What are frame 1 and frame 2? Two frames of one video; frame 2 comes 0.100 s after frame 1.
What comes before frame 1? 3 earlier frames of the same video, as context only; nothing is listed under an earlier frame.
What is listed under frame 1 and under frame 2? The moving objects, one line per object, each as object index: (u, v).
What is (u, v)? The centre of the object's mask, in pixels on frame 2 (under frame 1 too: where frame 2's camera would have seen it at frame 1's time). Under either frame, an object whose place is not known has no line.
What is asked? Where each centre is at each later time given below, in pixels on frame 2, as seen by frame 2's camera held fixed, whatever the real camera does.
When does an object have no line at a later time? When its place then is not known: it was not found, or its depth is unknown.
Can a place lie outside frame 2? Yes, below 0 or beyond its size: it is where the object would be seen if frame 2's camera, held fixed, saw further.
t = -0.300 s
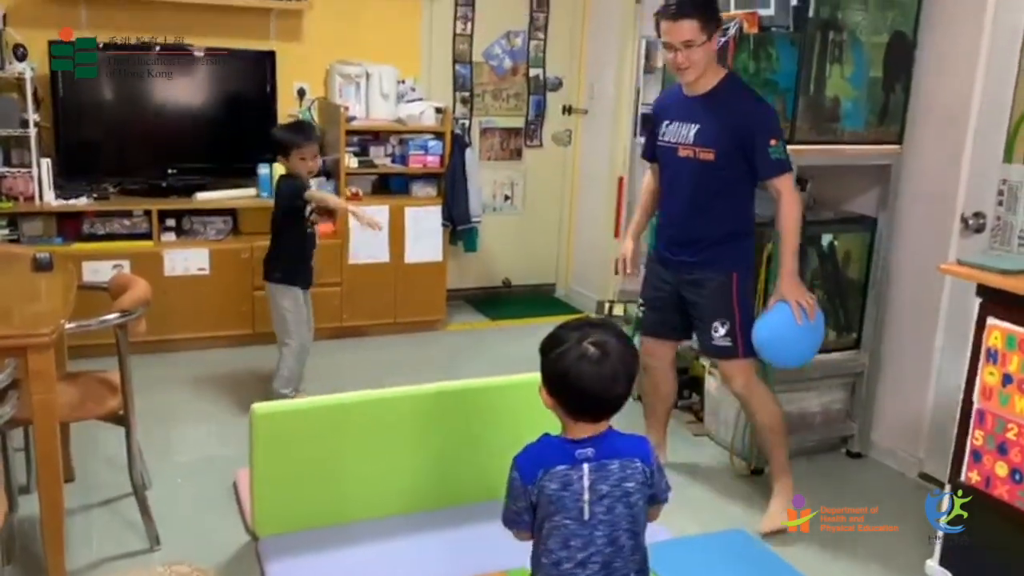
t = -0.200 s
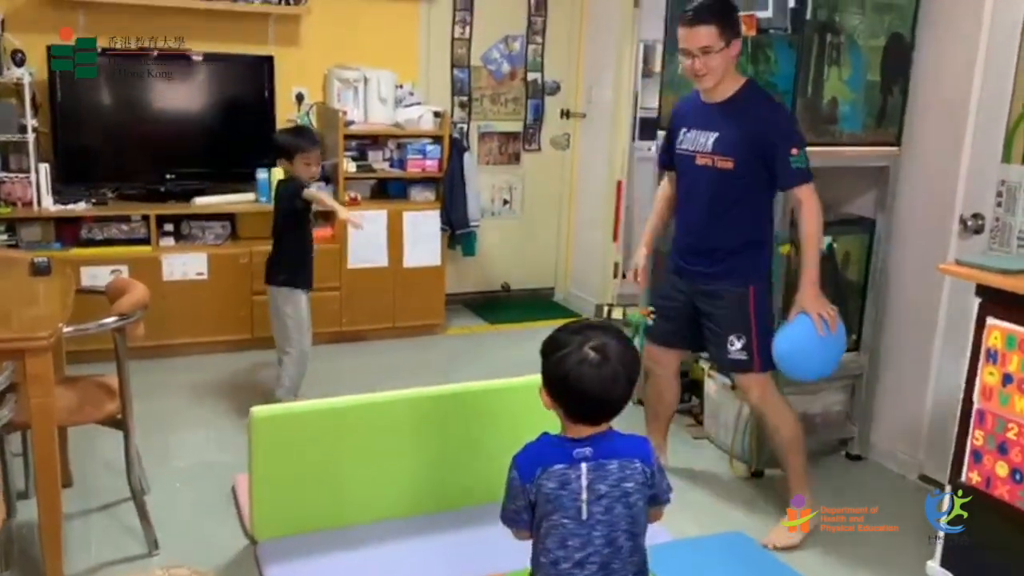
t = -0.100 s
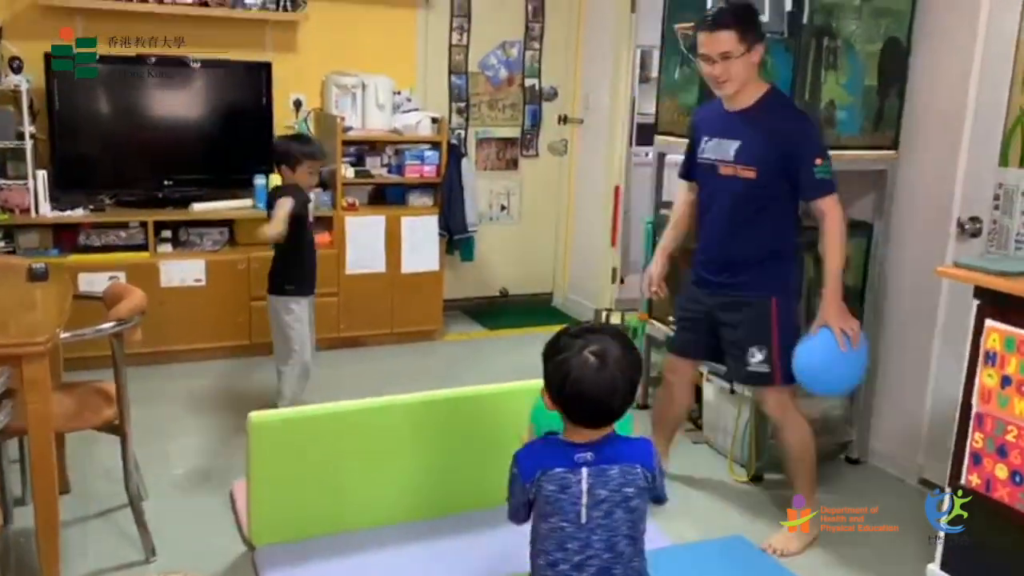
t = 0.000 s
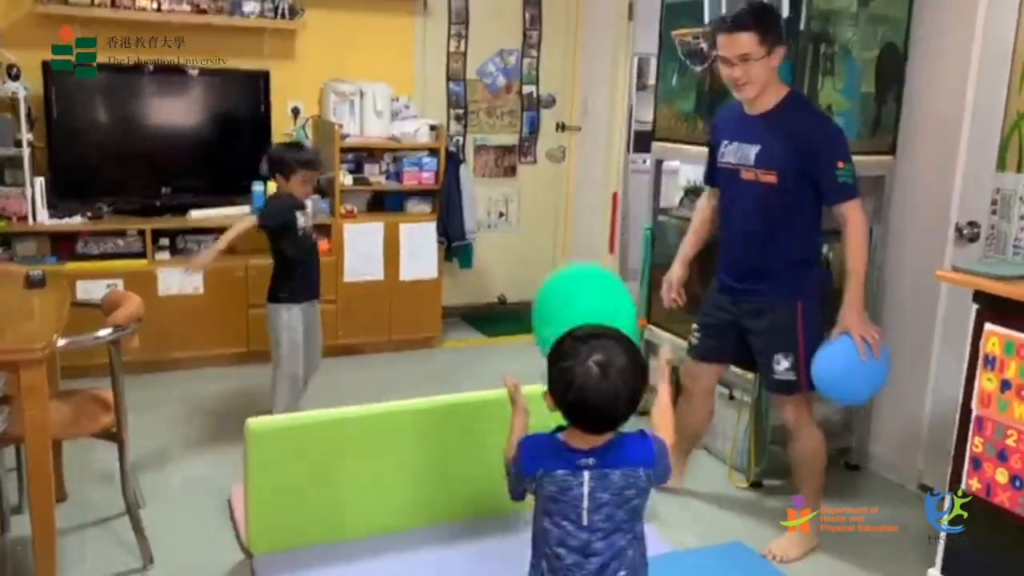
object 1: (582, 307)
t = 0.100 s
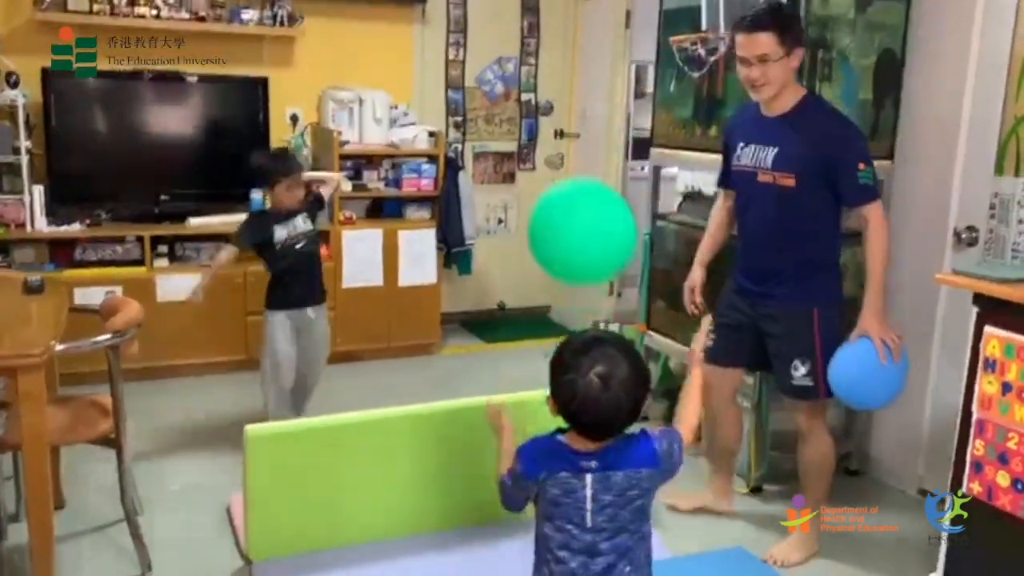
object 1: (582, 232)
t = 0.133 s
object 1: (582, 207)
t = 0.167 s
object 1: (581, 183)
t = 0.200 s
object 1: (581, 160)
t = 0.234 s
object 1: (581, 138)
